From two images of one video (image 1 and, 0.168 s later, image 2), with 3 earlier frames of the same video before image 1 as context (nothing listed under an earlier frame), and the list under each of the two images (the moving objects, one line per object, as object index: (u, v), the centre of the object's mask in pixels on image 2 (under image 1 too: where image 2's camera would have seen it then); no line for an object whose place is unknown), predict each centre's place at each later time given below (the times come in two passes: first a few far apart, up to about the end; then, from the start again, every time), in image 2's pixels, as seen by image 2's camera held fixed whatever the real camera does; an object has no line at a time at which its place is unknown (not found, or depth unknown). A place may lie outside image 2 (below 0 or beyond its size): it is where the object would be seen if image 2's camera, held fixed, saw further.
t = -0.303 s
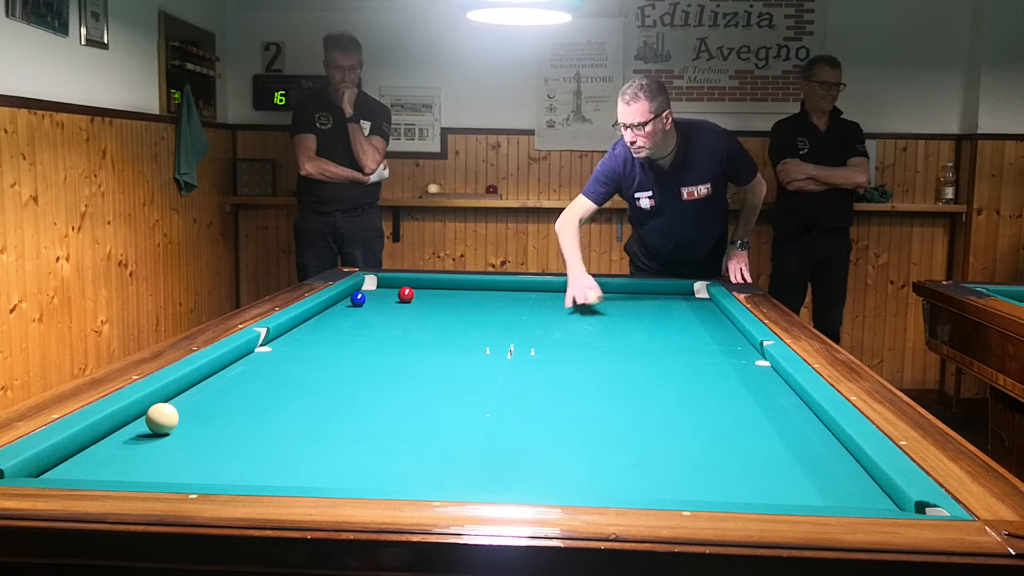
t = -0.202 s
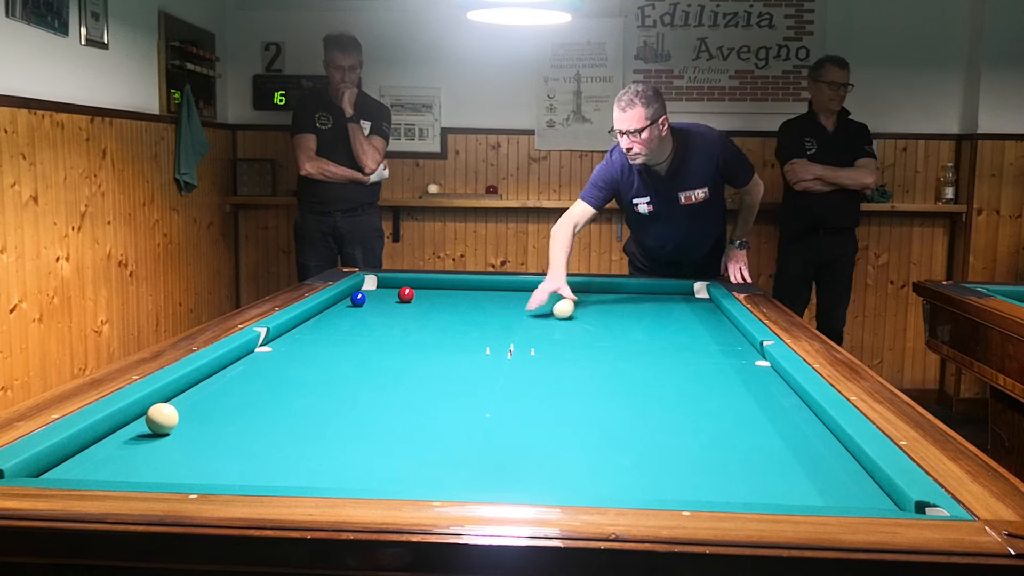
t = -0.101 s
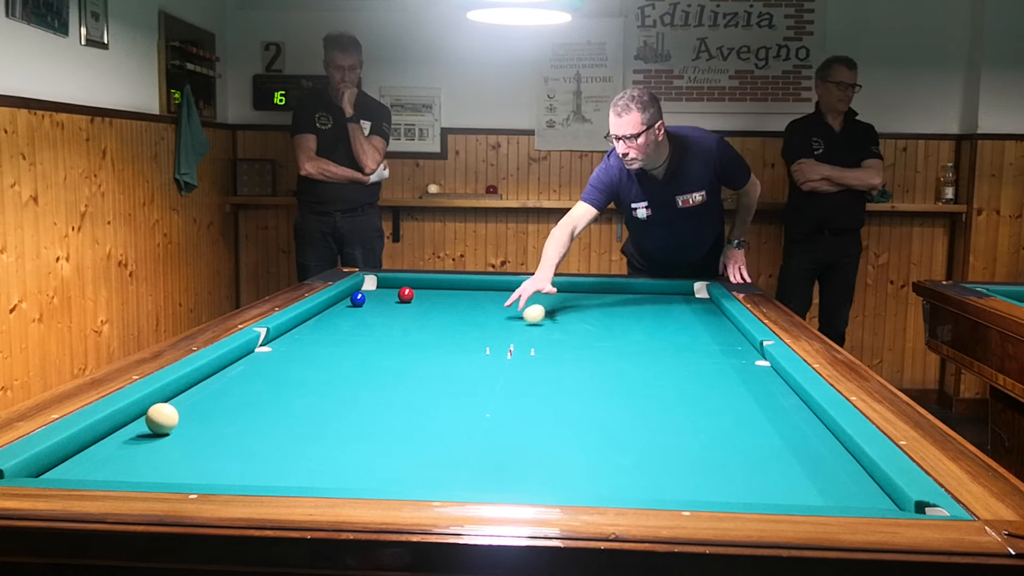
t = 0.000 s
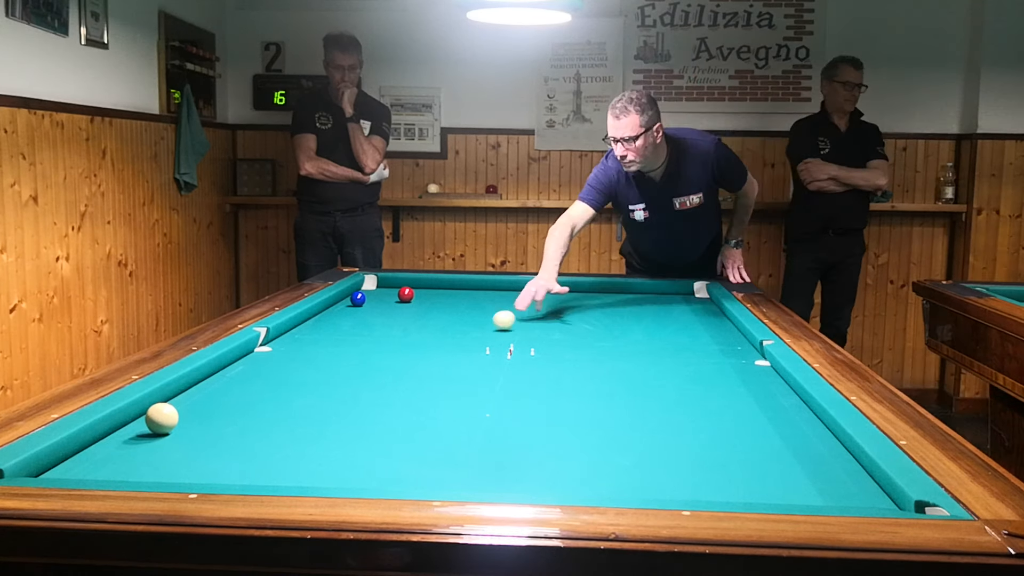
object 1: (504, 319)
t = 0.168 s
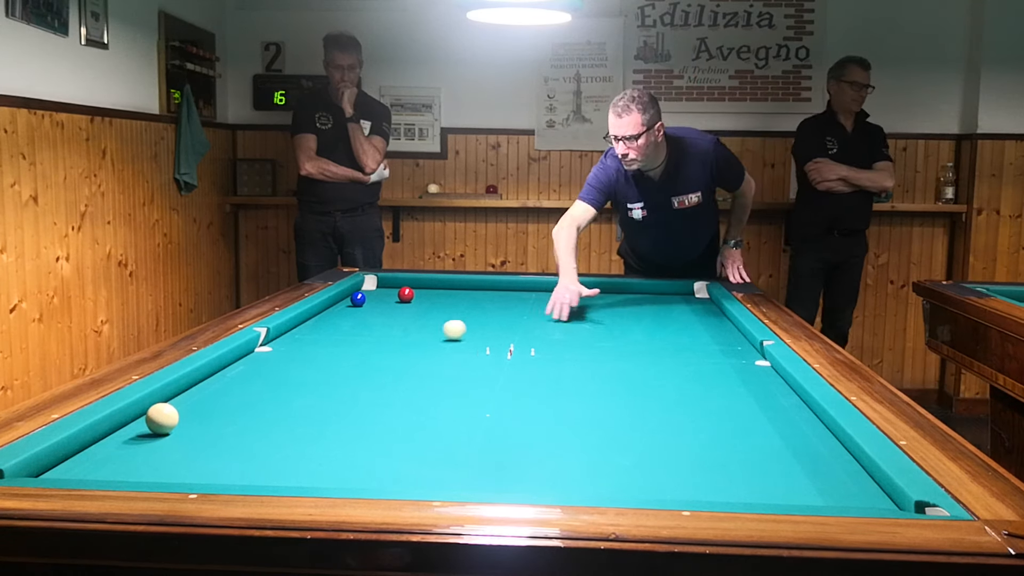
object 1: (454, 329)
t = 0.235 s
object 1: (433, 333)
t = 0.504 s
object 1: (340, 350)
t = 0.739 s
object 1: (241, 367)
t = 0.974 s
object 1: (225, 392)
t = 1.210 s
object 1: (231, 422)
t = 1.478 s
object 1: (242, 465)
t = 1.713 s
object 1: (294, 476)
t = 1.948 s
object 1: (396, 458)
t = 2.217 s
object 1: (492, 437)
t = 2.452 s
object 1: (563, 420)
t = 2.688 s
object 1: (625, 406)
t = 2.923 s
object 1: (681, 394)
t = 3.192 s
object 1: (737, 382)
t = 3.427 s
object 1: (763, 371)
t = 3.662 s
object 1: (726, 361)
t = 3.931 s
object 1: (691, 351)
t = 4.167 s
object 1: (663, 343)
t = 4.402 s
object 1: (638, 336)
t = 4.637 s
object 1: (615, 330)
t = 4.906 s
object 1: (592, 323)
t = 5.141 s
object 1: (573, 317)
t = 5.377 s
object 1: (556, 312)
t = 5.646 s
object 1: (538, 307)
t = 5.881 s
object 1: (524, 303)
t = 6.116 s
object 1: (511, 299)
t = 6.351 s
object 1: (499, 296)
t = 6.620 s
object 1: (486, 291)
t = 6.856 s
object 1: (475, 288)
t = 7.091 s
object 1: (465, 286)
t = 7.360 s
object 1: (455, 284)
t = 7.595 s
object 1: (443, 285)
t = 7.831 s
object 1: (431, 285)
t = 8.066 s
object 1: (420, 286)
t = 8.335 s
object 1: (408, 285)
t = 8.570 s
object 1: (396, 288)
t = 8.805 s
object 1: (388, 290)
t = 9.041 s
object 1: (379, 291)
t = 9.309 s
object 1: (369, 292)
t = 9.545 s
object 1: (361, 290)
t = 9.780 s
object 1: (350, 292)
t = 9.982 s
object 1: (352, 292)
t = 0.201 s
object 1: (444, 331)
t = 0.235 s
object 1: (433, 333)
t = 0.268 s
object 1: (423, 335)
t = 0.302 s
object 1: (412, 337)
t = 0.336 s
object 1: (400, 339)
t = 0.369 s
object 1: (389, 341)
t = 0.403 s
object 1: (377, 343)
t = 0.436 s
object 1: (365, 345)
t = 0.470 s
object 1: (353, 347)
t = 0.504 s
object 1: (340, 350)
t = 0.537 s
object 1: (327, 352)
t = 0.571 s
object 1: (314, 354)
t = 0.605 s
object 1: (300, 357)
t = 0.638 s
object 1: (286, 360)
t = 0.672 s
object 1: (271, 362)
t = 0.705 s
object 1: (256, 365)
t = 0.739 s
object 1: (241, 367)
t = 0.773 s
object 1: (225, 370)
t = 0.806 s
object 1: (213, 374)
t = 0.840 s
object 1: (216, 378)
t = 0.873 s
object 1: (219, 381)
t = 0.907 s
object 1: (221, 385)
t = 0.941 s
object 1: (223, 389)
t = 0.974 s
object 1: (225, 392)
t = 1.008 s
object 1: (226, 396)
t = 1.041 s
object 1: (227, 400)
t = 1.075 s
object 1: (227, 404)
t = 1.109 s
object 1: (228, 408)
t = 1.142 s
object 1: (229, 413)
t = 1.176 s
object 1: (230, 417)
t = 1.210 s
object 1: (231, 422)
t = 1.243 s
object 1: (233, 427)
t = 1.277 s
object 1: (234, 431)
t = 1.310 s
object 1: (235, 437)
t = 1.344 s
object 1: (236, 442)
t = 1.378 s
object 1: (237, 447)
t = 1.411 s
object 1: (239, 453)
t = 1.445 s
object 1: (240, 459)
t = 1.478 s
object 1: (242, 465)
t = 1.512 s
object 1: (243, 469)
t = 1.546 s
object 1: (245, 472)
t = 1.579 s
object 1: (247, 476)
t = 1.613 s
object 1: (249, 479)
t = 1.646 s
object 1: (259, 481)
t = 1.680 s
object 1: (277, 479)
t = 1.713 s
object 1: (294, 476)
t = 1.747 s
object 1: (310, 474)
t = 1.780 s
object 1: (326, 472)
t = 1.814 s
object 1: (341, 470)
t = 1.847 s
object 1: (355, 468)
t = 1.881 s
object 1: (369, 464)
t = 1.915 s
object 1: (382, 461)
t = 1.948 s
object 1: (396, 458)
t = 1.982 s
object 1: (409, 455)
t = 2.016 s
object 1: (421, 453)
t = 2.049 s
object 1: (434, 450)
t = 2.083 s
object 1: (446, 447)
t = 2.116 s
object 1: (458, 444)
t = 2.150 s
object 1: (469, 442)
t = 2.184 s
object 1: (480, 439)
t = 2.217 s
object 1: (492, 437)
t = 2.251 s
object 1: (502, 434)
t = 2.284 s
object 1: (513, 432)
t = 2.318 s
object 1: (524, 429)
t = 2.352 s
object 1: (534, 427)
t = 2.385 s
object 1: (544, 425)
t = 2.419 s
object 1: (554, 423)
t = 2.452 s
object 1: (563, 420)
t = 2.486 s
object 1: (572, 418)
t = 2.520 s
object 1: (582, 416)
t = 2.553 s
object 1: (591, 414)
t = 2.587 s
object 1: (600, 412)
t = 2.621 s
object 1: (609, 410)
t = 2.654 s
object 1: (617, 408)
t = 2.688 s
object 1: (625, 406)
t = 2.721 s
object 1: (634, 405)
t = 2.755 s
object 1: (642, 403)
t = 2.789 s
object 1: (650, 401)
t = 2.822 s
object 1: (658, 399)
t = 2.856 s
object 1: (666, 397)
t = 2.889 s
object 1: (673, 396)
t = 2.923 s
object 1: (681, 394)
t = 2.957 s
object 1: (688, 393)
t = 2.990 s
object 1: (695, 391)
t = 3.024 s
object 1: (702, 389)
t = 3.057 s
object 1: (709, 388)
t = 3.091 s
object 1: (716, 386)
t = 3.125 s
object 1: (723, 385)
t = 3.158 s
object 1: (730, 383)
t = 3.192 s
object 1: (737, 382)
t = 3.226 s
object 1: (743, 380)
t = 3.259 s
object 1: (749, 379)
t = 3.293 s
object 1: (755, 377)
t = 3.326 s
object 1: (761, 377)
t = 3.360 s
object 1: (767, 374)
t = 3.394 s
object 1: (769, 373)
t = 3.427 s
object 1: (763, 371)
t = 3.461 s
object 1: (756, 370)
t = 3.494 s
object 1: (751, 369)
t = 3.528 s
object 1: (746, 367)
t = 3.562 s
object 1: (741, 366)
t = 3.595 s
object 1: (736, 364)
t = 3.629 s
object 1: (731, 363)
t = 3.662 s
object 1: (726, 361)
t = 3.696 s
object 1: (722, 360)
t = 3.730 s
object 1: (717, 359)
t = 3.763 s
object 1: (713, 358)
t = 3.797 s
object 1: (708, 356)
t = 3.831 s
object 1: (704, 355)
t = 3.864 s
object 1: (700, 354)
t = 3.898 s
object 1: (695, 353)
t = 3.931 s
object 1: (691, 351)
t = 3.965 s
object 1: (687, 350)
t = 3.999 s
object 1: (683, 349)
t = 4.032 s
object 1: (678, 348)
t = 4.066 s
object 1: (675, 347)
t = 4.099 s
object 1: (671, 346)
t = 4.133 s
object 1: (667, 345)
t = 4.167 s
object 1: (663, 343)
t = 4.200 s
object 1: (659, 342)
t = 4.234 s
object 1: (656, 341)
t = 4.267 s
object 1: (652, 340)
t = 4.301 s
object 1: (648, 339)
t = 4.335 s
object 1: (645, 338)
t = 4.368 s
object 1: (641, 337)
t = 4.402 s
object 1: (638, 336)
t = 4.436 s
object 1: (634, 335)
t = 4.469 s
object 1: (631, 334)
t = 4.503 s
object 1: (628, 333)
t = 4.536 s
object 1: (625, 332)
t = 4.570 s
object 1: (621, 331)
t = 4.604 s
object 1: (618, 330)
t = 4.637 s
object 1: (615, 330)
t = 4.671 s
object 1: (612, 329)
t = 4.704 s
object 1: (609, 328)
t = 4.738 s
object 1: (606, 327)
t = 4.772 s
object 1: (603, 326)
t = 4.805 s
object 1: (600, 325)
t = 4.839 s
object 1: (598, 325)
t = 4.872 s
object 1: (594, 324)
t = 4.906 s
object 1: (592, 323)
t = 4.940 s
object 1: (589, 322)
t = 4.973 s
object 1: (586, 321)
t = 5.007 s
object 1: (584, 321)
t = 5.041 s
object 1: (581, 320)
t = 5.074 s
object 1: (578, 319)
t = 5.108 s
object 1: (576, 318)
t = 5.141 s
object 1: (573, 317)
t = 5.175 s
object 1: (570, 317)
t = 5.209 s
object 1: (568, 316)
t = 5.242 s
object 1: (565, 315)
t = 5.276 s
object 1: (563, 314)
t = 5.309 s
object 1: (561, 314)
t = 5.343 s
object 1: (558, 313)
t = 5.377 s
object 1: (556, 312)
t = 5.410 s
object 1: (554, 311)
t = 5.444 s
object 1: (551, 311)
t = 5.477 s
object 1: (549, 310)
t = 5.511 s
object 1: (547, 309)
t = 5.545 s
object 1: (545, 309)
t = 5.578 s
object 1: (543, 308)
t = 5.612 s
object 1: (540, 307)
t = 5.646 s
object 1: (538, 307)
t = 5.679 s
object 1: (536, 307)
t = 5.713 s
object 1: (534, 306)
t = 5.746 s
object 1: (532, 305)
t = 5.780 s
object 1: (530, 304)
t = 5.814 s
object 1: (528, 304)
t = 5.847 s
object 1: (526, 304)
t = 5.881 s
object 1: (524, 303)
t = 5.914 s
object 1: (522, 302)
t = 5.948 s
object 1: (520, 302)
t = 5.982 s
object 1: (518, 301)
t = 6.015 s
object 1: (516, 300)
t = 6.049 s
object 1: (514, 300)
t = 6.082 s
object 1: (513, 300)
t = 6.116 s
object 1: (511, 299)
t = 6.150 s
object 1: (509, 298)
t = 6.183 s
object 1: (507, 298)
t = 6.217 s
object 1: (505, 298)
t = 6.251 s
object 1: (504, 297)
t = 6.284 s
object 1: (502, 296)
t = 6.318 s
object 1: (500, 296)
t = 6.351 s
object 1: (499, 296)
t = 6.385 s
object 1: (497, 295)
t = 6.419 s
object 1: (495, 294)
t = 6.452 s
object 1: (494, 294)
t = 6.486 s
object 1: (492, 293)
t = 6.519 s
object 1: (490, 293)
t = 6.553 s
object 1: (489, 292)
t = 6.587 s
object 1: (487, 292)
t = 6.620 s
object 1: (486, 291)
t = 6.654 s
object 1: (484, 291)
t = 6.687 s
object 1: (483, 291)
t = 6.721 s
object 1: (481, 290)
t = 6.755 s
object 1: (480, 290)
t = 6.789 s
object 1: (478, 289)
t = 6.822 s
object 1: (477, 289)
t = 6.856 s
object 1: (475, 288)
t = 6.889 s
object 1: (474, 288)
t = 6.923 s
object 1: (473, 288)
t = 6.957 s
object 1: (471, 287)
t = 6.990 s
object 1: (470, 287)
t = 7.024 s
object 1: (468, 287)
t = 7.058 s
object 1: (467, 286)
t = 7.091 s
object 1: (465, 286)
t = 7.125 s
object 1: (464, 285)
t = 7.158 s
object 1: (463, 285)
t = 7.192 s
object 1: (462, 285)
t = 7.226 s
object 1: (460, 284)
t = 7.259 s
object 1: (459, 284)
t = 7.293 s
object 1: (458, 283)
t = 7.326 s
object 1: (456, 283)
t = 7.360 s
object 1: (455, 284)
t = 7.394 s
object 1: (453, 284)
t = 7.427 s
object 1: (451, 284)
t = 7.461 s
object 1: (449, 284)
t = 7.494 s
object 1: (448, 284)
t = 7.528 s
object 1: (446, 284)
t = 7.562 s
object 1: (444, 284)
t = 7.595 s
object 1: (443, 285)
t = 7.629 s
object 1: (441, 285)
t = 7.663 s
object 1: (440, 285)
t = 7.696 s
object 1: (438, 285)
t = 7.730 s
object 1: (436, 285)
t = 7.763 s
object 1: (435, 285)
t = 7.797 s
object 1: (433, 285)
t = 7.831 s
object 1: (431, 285)
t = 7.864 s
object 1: (430, 286)
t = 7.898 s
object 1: (428, 286)
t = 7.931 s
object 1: (427, 286)
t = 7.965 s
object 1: (425, 286)
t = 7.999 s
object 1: (423, 286)
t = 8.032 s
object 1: (422, 287)
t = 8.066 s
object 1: (420, 286)
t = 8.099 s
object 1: (419, 287)
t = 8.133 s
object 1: (417, 287)
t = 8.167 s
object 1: (416, 286)
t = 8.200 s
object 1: (415, 286)
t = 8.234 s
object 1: (413, 286)
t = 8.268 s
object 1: (412, 285)
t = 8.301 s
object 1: (411, 285)
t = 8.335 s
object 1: (408, 285)
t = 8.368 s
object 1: (406, 285)
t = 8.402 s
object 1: (404, 285)
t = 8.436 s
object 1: (402, 285)
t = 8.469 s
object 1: (400, 286)
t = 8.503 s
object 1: (399, 287)
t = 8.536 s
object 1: (397, 288)
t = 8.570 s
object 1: (396, 288)
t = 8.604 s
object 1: (395, 289)
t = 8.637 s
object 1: (394, 289)
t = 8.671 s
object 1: (393, 289)
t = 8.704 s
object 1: (392, 289)
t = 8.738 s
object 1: (391, 290)
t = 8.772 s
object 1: (389, 290)
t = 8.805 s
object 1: (388, 290)
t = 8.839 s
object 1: (387, 290)
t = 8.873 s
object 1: (385, 290)
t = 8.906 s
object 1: (384, 290)
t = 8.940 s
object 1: (382, 291)
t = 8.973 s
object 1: (381, 291)
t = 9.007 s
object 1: (380, 291)
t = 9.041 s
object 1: (379, 291)
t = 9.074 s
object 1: (377, 291)
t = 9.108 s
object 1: (376, 292)
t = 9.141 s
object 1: (375, 292)
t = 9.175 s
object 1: (374, 292)
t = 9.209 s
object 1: (372, 292)
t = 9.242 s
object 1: (371, 292)
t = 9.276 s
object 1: (370, 292)
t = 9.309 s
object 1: (369, 292)
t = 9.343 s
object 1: (368, 292)
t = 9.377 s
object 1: (367, 291)
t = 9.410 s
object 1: (366, 291)
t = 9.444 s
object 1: (365, 291)
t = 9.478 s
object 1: (364, 290)
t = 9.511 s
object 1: (362, 290)
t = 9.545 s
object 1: (361, 290)
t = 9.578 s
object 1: (359, 290)
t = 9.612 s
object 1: (357, 290)
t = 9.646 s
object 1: (356, 290)
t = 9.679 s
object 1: (354, 290)
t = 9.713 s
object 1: (353, 291)
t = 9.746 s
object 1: (351, 291)
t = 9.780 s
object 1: (350, 292)
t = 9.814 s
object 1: (351, 292)
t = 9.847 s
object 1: (351, 291)
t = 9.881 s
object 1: (351, 292)
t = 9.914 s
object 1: (351, 292)
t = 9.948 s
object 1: (351, 291)
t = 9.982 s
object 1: (352, 292)
